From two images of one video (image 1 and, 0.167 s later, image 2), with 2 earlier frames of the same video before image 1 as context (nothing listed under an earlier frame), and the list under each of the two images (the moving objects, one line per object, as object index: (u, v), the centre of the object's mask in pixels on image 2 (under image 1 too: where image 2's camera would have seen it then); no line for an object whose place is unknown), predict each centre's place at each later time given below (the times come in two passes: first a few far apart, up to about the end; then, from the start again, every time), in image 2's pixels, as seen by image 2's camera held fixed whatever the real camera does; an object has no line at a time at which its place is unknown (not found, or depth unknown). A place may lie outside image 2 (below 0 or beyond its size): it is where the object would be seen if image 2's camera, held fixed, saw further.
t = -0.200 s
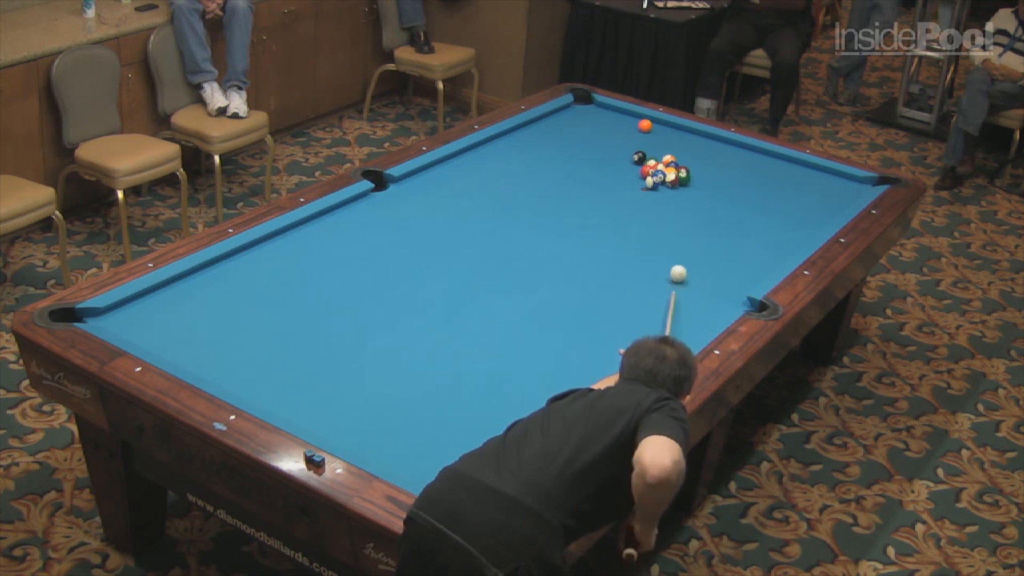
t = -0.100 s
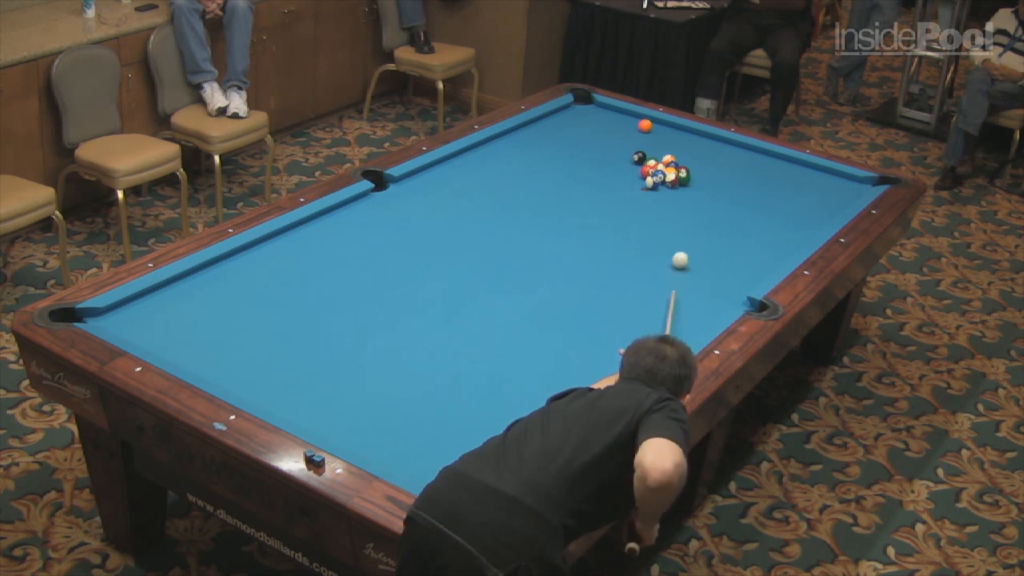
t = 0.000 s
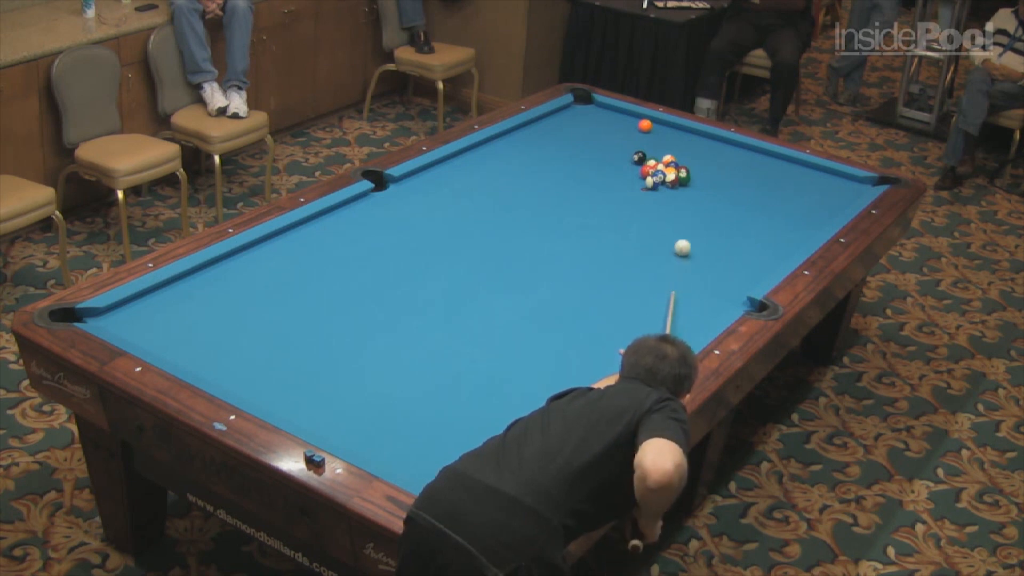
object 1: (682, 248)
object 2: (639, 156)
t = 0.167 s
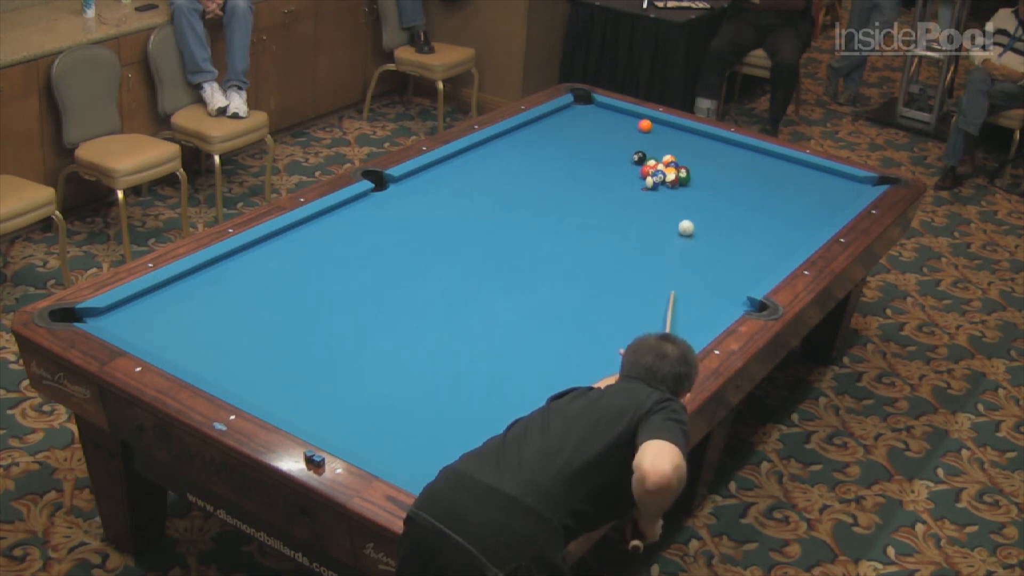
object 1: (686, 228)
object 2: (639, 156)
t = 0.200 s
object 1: (686, 224)
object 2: (639, 156)
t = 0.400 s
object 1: (690, 203)
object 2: (639, 156)
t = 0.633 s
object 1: (698, 182)
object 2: (639, 157)
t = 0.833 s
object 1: (716, 171)
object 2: (636, 154)
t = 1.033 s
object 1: (733, 162)
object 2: (632, 152)
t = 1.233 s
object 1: (750, 153)
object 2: (628, 150)
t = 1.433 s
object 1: (751, 153)
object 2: (624, 149)
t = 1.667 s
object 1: (743, 159)
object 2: (621, 148)
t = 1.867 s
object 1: (736, 165)
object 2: (619, 147)
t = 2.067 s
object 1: (729, 170)
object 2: (617, 146)
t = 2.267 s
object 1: (722, 176)
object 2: (616, 145)
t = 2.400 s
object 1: (718, 179)
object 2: (615, 145)
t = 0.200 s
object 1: (686, 224)
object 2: (639, 156)
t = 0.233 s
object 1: (687, 220)
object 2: (639, 156)
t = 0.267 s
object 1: (688, 217)
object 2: (639, 156)
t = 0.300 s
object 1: (688, 213)
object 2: (639, 156)
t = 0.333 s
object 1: (689, 209)
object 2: (639, 156)
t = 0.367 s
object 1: (690, 206)
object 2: (639, 156)
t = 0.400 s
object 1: (690, 203)
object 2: (639, 156)
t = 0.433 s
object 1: (691, 199)
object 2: (639, 156)
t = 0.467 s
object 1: (692, 196)
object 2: (639, 156)
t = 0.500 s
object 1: (692, 192)
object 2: (639, 156)
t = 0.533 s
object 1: (693, 190)
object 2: (639, 156)
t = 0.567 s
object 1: (693, 186)
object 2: (639, 156)
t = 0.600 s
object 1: (694, 183)
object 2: (639, 156)
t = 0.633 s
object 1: (698, 182)
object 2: (639, 157)
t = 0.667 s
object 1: (701, 180)
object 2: (639, 156)
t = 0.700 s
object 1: (704, 178)
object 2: (638, 156)
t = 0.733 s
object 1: (707, 177)
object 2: (637, 156)
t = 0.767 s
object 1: (710, 175)
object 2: (637, 155)
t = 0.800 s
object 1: (713, 173)
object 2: (636, 155)
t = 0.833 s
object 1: (716, 171)
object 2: (636, 154)
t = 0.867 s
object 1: (719, 170)
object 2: (635, 154)
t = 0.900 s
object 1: (722, 168)
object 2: (634, 154)
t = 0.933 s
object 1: (725, 167)
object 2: (633, 153)
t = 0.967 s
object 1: (728, 165)
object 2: (633, 153)
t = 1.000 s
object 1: (731, 164)
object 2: (632, 152)
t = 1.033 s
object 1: (733, 162)
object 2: (632, 152)
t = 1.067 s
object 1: (736, 160)
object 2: (631, 152)
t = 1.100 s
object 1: (739, 159)
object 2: (630, 151)
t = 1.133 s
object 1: (742, 157)
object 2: (629, 151)
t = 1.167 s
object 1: (744, 156)
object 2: (629, 150)
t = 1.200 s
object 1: (747, 154)
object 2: (628, 150)
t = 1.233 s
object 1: (750, 153)
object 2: (628, 150)
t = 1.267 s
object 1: (752, 151)
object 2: (627, 150)
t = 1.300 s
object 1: (755, 150)
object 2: (627, 149)
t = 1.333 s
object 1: (755, 150)
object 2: (626, 149)
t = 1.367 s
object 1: (754, 151)
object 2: (625, 149)
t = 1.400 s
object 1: (753, 152)
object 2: (625, 149)
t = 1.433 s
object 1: (751, 153)
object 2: (624, 149)
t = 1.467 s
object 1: (750, 154)
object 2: (624, 149)
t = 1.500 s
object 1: (749, 155)
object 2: (624, 149)
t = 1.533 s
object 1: (748, 156)
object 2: (623, 149)
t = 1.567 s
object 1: (746, 157)
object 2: (622, 148)
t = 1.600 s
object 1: (745, 157)
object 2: (622, 148)
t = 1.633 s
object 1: (744, 158)
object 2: (622, 148)
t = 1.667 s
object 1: (743, 159)
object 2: (621, 148)
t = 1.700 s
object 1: (742, 160)
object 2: (621, 148)
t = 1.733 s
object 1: (741, 161)
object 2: (621, 147)
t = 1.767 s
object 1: (739, 162)
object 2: (621, 147)
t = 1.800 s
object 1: (738, 163)
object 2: (620, 147)
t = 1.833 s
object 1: (737, 164)
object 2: (620, 147)
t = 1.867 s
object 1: (736, 165)
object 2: (619, 147)
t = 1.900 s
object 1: (735, 166)
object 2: (619, 147)
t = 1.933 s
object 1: (733, 167)
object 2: (619, 146)
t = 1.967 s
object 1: (732, 168)
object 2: (618, 146)
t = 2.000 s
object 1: (731, 169)
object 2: (618, 146)
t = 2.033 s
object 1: (730, 170)
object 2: (618, 146)
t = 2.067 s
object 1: (729, 170)
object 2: (617, 146)
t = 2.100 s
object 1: (727, 171)
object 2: (617, 146)
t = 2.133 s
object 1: (726, 172)
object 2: (617, 146)
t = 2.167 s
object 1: (725, 173)
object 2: (617, 145)
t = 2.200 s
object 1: (724, 174)
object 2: (617, 145)
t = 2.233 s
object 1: (723, 175)
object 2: (616, 145)
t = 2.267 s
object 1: (722, 176)
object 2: (616, 145)
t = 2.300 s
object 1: (721, 177)
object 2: (616, 145)
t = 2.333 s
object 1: (720, 177)
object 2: (616, 145)
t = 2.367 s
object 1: (718, 178)
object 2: (615, 145)
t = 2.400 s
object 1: (718, 179)
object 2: (615, 145)
